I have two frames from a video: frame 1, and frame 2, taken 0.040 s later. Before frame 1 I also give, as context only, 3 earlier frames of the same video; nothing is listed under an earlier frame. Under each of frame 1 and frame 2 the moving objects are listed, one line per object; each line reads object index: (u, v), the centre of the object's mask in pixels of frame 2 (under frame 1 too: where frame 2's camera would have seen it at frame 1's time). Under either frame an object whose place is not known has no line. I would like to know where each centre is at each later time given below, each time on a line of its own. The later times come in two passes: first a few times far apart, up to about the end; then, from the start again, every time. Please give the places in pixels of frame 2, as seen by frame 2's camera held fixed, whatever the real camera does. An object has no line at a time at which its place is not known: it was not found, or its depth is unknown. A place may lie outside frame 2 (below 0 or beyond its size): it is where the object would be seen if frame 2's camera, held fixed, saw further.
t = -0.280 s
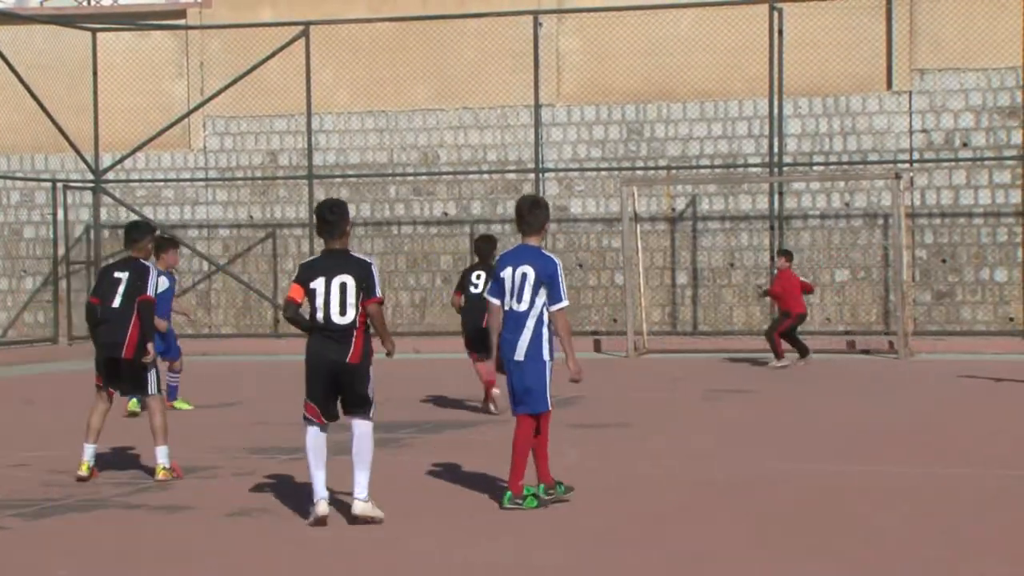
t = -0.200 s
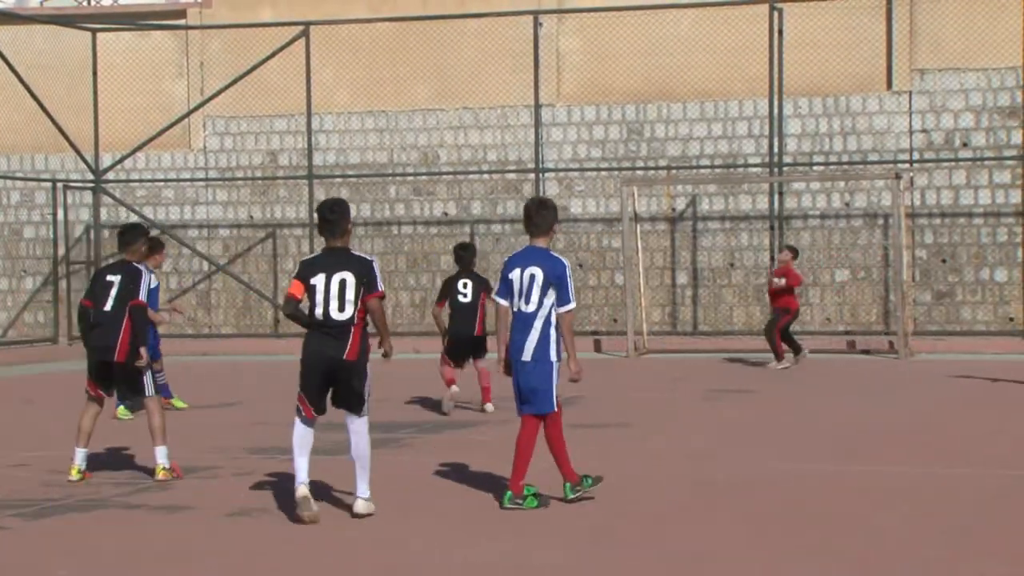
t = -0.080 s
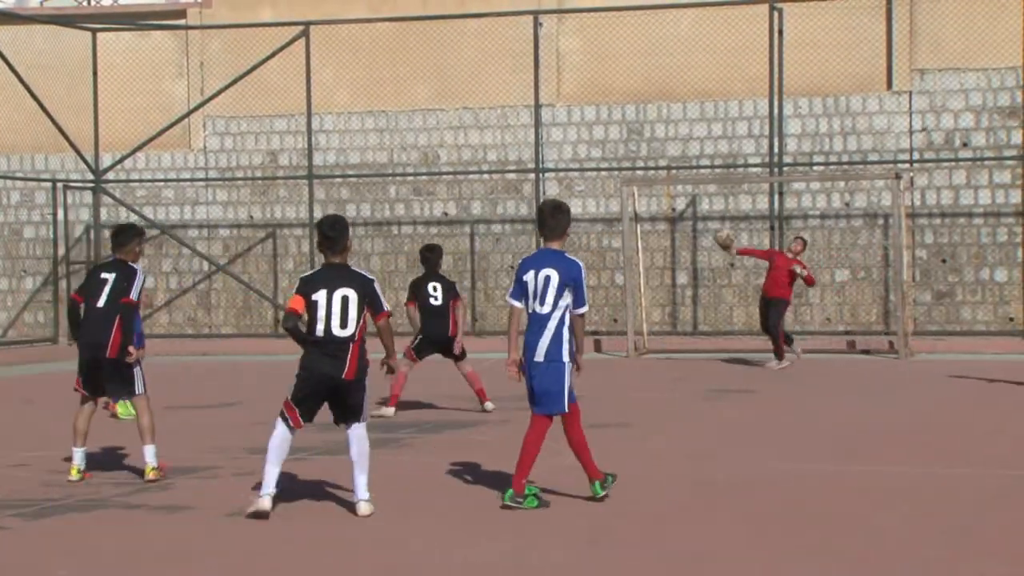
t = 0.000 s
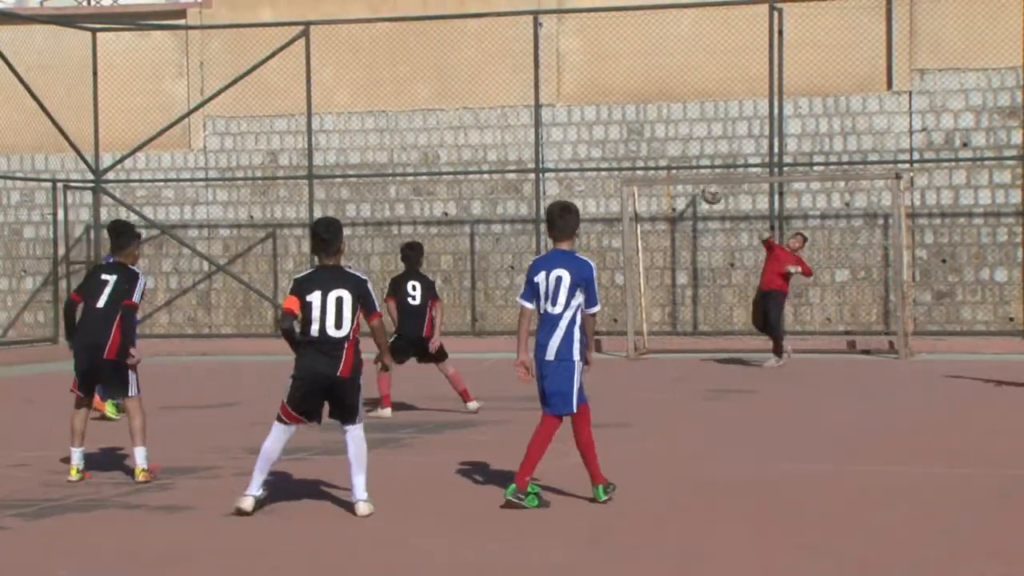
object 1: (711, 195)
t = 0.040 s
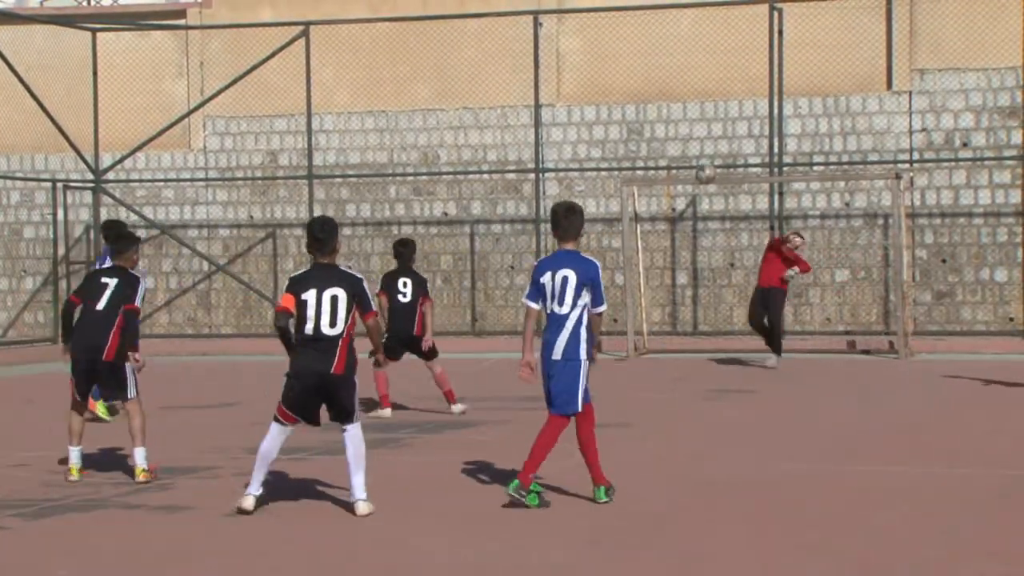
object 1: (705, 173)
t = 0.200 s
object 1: (676, 105)
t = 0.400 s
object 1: (631, 41)
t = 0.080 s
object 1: (698, 154)
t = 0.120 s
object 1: (691, 137)
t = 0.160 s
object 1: (684, 119)
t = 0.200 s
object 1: (676, 105)
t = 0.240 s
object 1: (668, 88)
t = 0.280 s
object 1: (659, 74)
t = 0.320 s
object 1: (650, 62)
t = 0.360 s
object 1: (641, 51)
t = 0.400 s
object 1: (631, 41)
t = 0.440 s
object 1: (621, 32)
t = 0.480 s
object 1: (610, 27)
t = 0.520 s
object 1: (599, 21)
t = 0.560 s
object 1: (587, 19)
